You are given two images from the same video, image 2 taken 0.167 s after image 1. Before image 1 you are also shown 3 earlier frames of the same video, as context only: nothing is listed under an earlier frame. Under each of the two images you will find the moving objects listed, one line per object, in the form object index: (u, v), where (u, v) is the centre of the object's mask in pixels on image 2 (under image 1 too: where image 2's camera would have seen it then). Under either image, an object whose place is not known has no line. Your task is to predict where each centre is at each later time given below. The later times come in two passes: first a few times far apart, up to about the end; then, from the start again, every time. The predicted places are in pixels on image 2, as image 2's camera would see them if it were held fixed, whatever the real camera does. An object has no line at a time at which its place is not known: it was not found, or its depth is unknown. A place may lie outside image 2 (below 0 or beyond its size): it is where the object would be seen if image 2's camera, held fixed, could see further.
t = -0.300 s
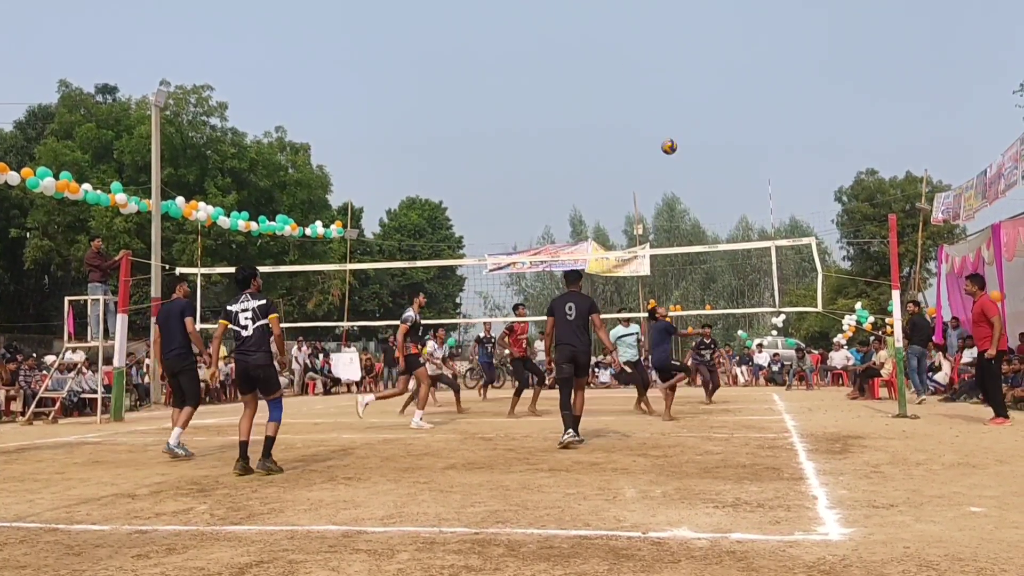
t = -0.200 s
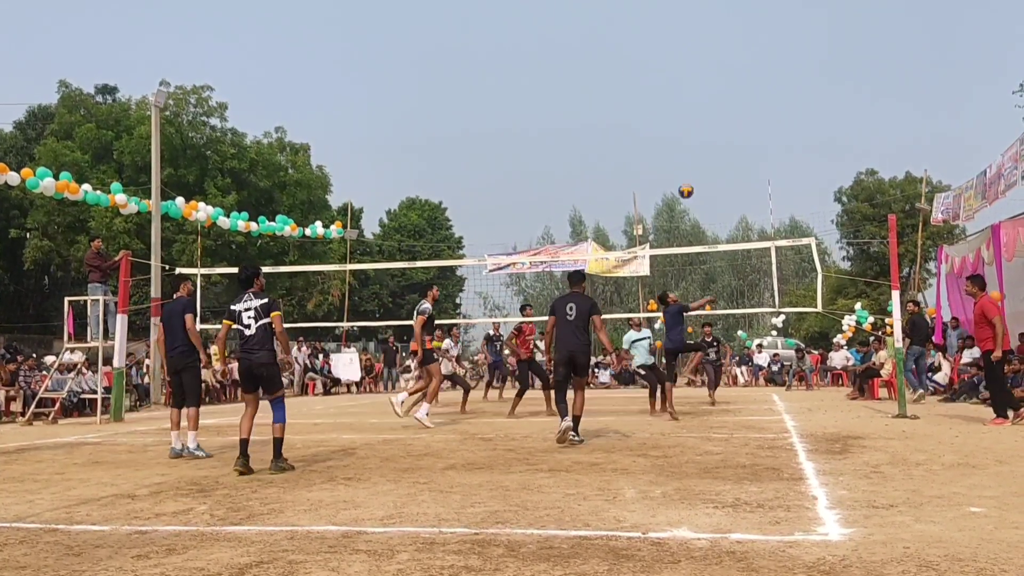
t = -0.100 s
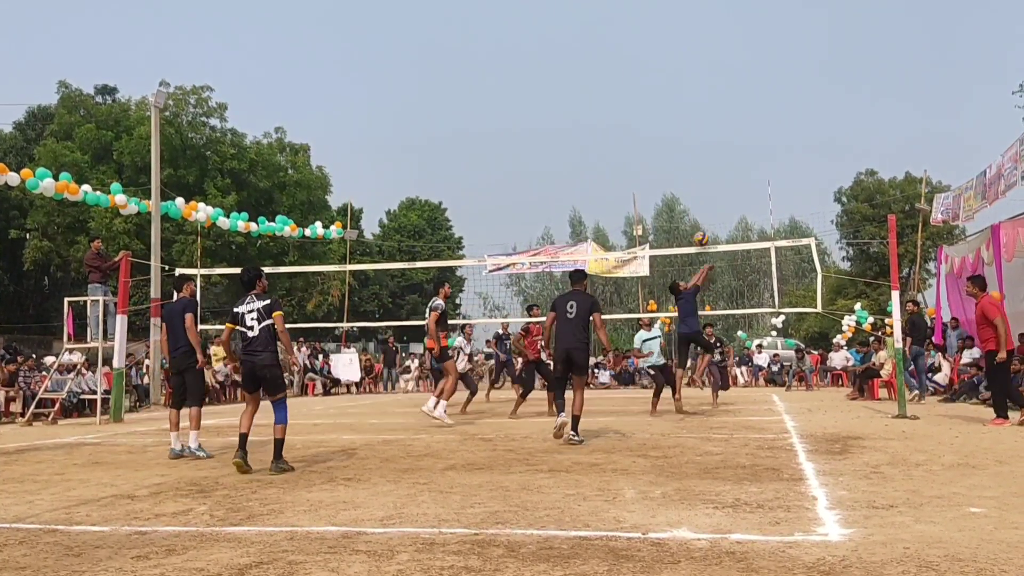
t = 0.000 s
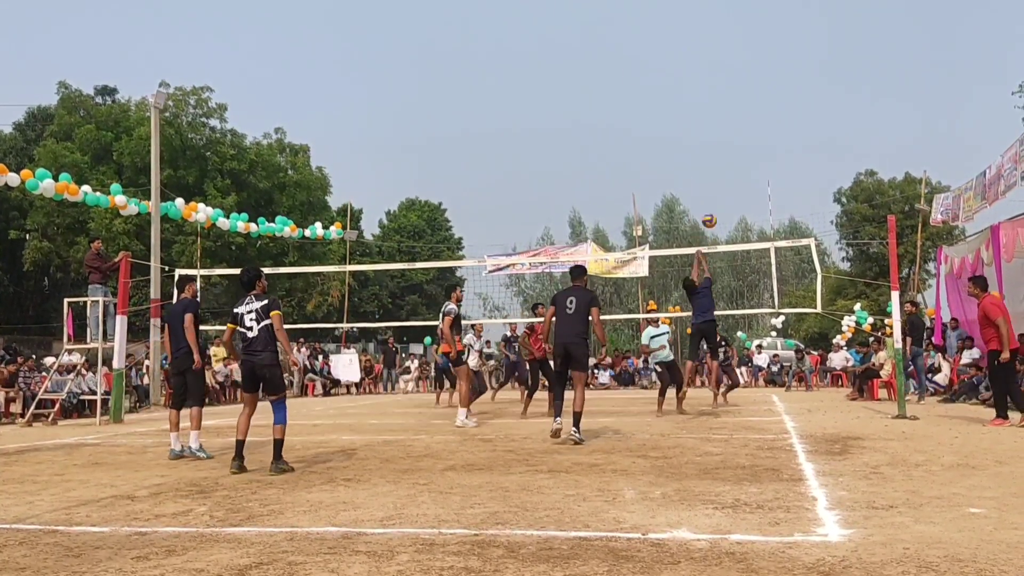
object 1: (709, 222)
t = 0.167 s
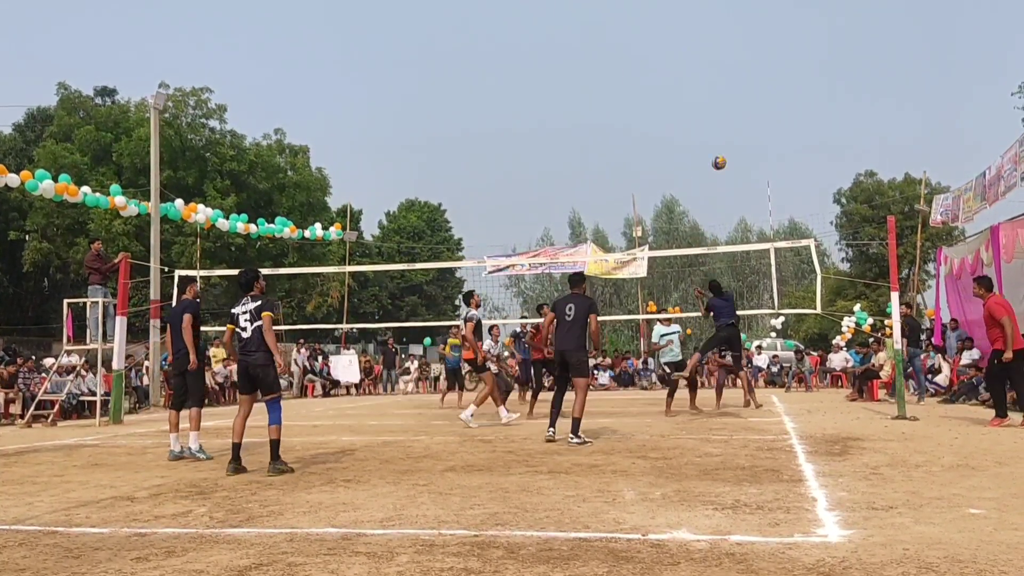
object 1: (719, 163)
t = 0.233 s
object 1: (723, 145)
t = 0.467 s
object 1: (738, 110)
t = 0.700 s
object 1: (752, 108)
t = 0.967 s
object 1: (769, 145)
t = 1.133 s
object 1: (780, 186)
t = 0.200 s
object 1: (721, 154)
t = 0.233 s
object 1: (723, 145)
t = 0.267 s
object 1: (725, 138)
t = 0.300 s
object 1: (727, 131)
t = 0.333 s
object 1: (729, 125)
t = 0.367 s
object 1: (731, 120)
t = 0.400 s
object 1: (734, 116)
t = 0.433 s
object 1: (736, 112)
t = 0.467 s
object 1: (738, 110)
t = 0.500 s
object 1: (740, 107)
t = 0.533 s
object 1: (742, 105)
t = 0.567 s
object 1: (744, 104)
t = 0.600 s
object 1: (746, 105)
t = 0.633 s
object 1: (748, 105)
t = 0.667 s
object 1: (751, 106)
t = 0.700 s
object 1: (752, 108)
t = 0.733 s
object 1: (755, 111)
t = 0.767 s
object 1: (757, 114)
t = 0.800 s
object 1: (759, 118)
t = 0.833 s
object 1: (761, 122)
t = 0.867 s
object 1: (763, 127)
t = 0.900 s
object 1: (765, 132)
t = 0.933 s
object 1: (767, 138)
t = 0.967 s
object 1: (769, 145)
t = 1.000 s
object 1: (772, 152)
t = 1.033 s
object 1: (774, 160)
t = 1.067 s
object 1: (776, 168)
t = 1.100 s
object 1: (778, 177)
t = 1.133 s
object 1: (780, 186)
